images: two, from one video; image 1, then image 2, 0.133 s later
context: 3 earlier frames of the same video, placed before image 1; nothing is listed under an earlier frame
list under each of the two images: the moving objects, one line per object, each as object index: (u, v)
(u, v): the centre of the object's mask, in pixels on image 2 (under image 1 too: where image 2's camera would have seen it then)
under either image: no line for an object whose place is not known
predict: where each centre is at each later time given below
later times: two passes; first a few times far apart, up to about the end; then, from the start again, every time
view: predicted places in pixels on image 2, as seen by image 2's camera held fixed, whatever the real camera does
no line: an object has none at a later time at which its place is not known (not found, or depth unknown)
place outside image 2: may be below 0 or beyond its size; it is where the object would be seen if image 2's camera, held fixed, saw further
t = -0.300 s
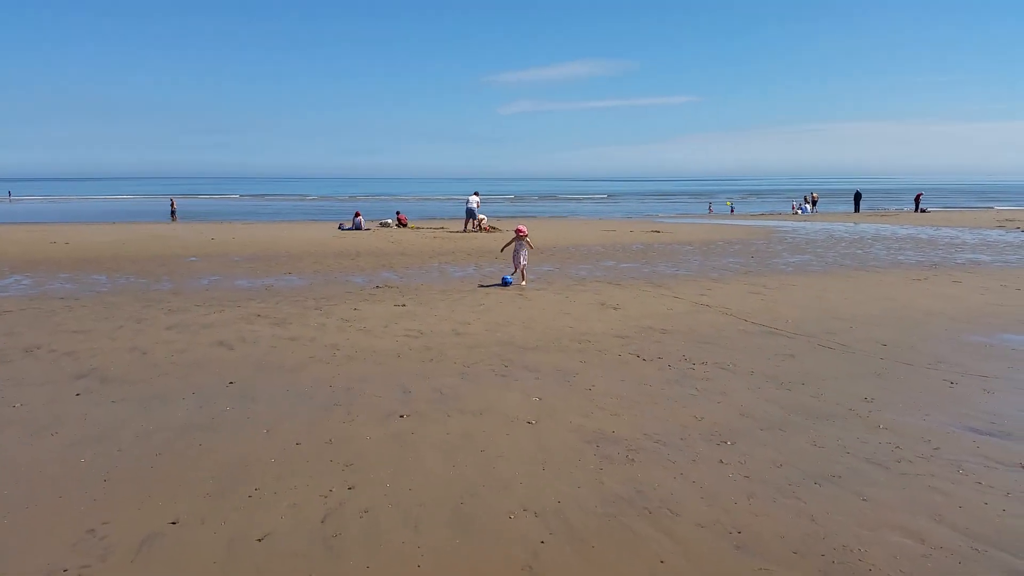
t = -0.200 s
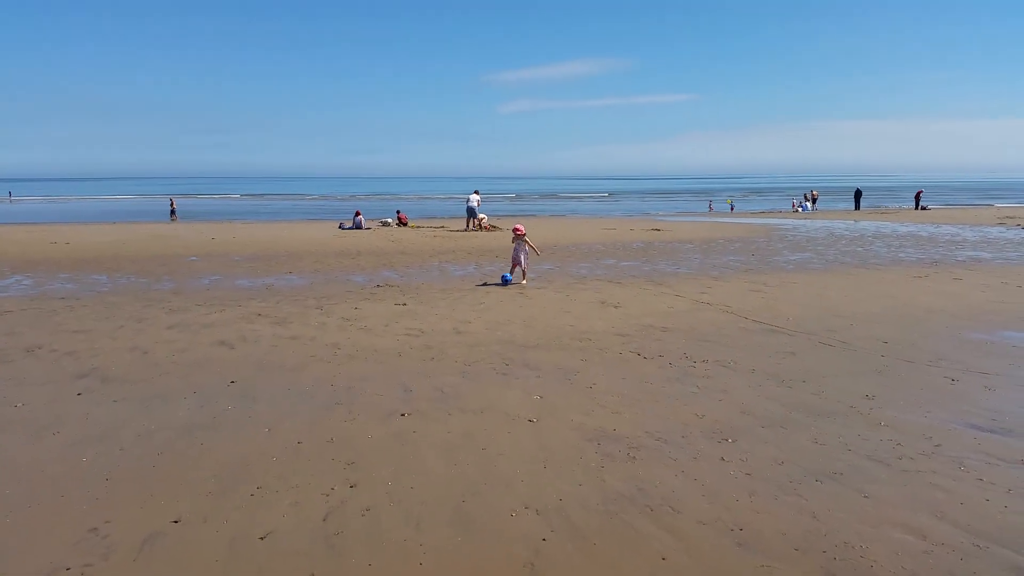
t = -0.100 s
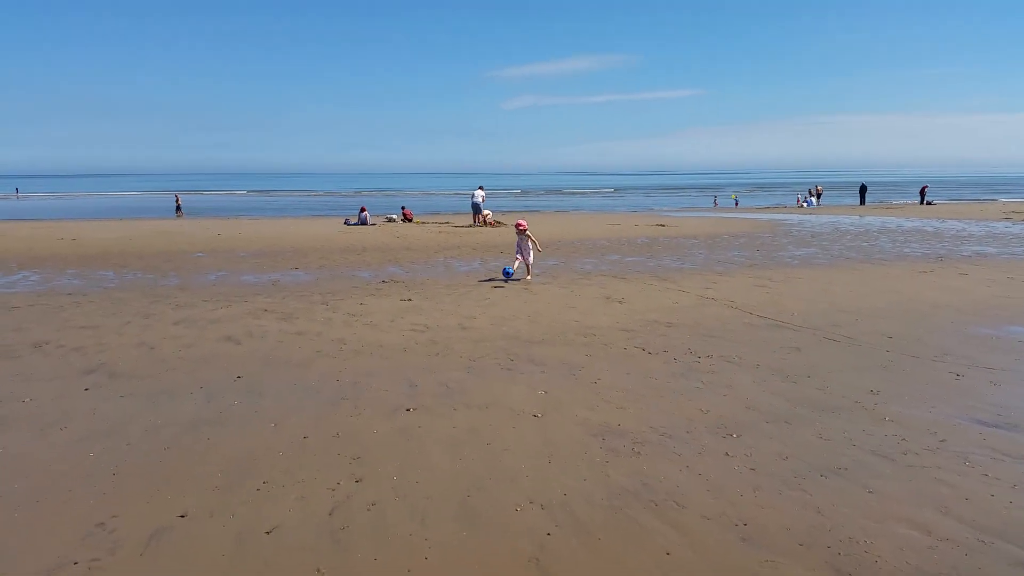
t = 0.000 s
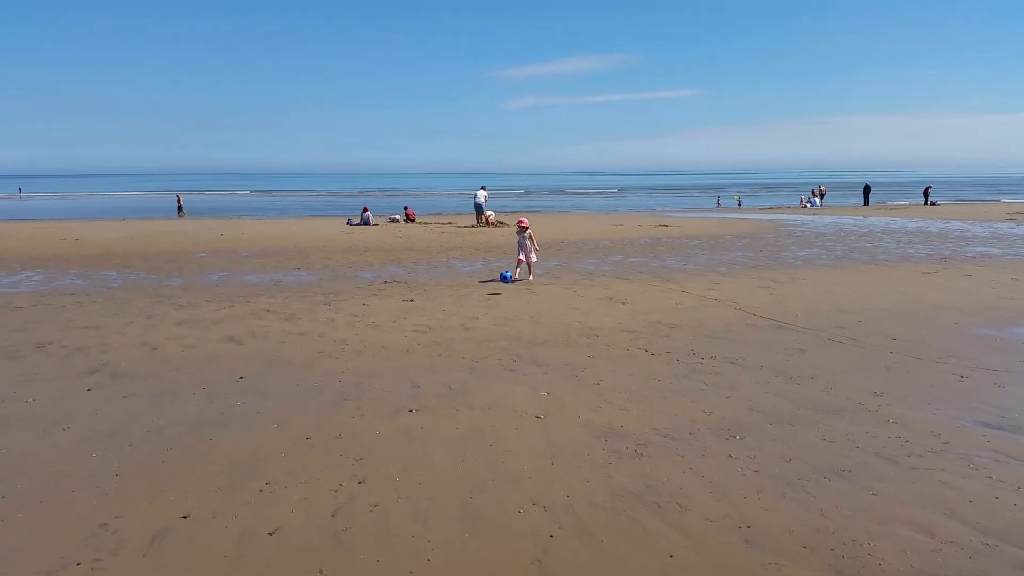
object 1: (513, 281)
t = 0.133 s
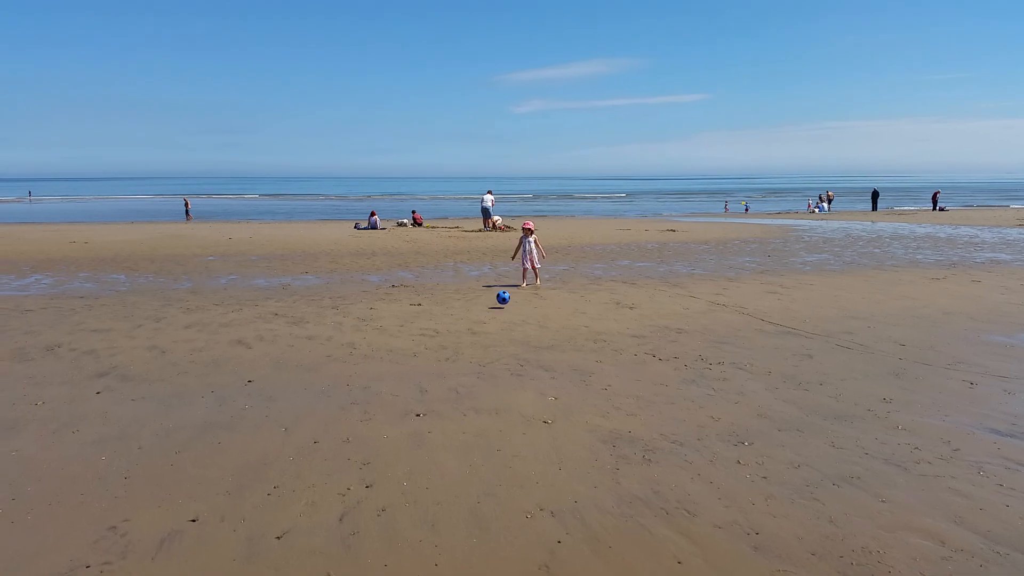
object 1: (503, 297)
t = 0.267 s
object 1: (495, 298)
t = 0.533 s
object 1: (483, 311)
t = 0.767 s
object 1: (468, 317)
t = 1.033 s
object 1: (445, 337)
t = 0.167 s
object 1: (500, 303)
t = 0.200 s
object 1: (498, 302)
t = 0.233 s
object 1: (497, 300)
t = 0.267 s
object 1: (495, 298)
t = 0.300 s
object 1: (494, 297)
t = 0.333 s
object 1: (493, 296)
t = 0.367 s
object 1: (491, 296)
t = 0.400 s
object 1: (489, 298)
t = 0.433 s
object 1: (488, 300)
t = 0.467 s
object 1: (486, 303)
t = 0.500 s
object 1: (485, 307)
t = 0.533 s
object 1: (483, 311)
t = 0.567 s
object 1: (481, 318)
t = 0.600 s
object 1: (480, 321)
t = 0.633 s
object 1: (477, 318)
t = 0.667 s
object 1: (475, 316)
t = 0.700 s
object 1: (472, 316)
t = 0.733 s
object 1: (470, 316)
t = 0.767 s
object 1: (468, 317)
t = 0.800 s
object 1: (465, 319)
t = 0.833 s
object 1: (462, 321)
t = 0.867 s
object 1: (459, 325)
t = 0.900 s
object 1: (457, 331)
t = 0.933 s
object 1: (454, 337)
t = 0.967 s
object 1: (451, 341)
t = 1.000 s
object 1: (448, 338)
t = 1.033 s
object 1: (445, 337)
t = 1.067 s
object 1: (441, 337)
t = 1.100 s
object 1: (438, 339)
